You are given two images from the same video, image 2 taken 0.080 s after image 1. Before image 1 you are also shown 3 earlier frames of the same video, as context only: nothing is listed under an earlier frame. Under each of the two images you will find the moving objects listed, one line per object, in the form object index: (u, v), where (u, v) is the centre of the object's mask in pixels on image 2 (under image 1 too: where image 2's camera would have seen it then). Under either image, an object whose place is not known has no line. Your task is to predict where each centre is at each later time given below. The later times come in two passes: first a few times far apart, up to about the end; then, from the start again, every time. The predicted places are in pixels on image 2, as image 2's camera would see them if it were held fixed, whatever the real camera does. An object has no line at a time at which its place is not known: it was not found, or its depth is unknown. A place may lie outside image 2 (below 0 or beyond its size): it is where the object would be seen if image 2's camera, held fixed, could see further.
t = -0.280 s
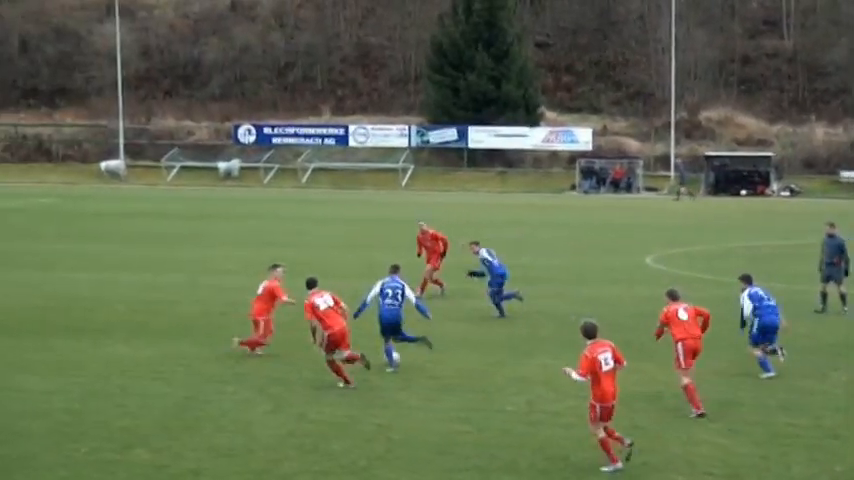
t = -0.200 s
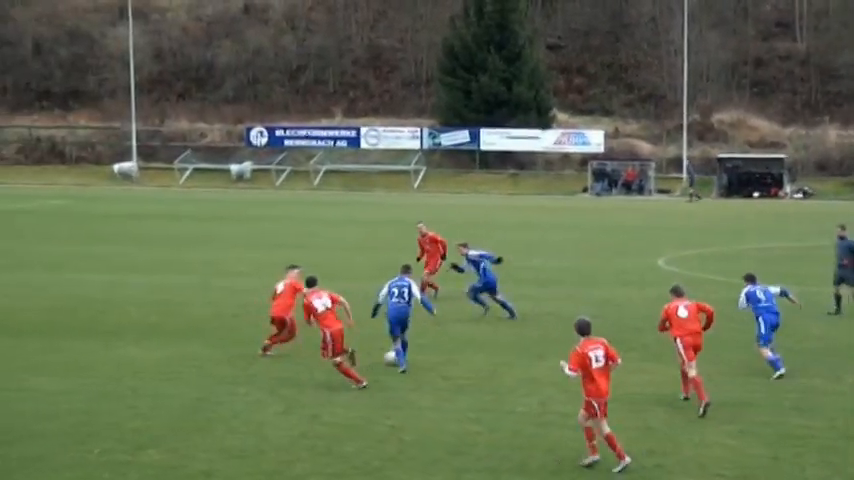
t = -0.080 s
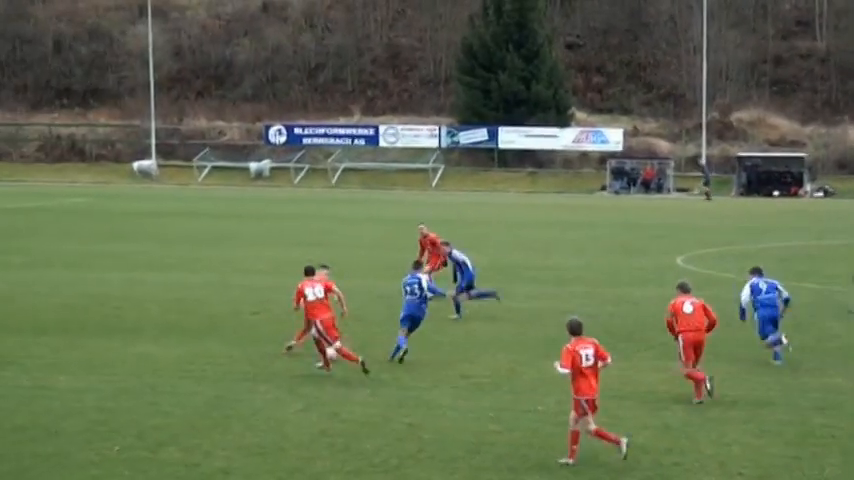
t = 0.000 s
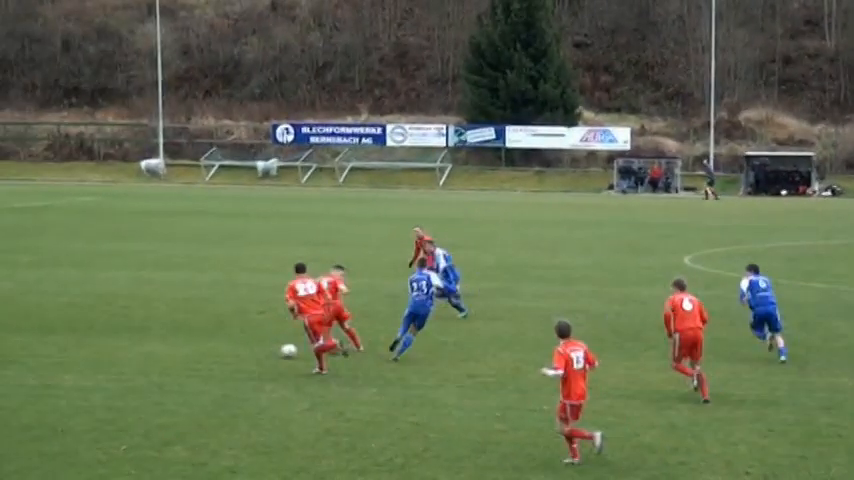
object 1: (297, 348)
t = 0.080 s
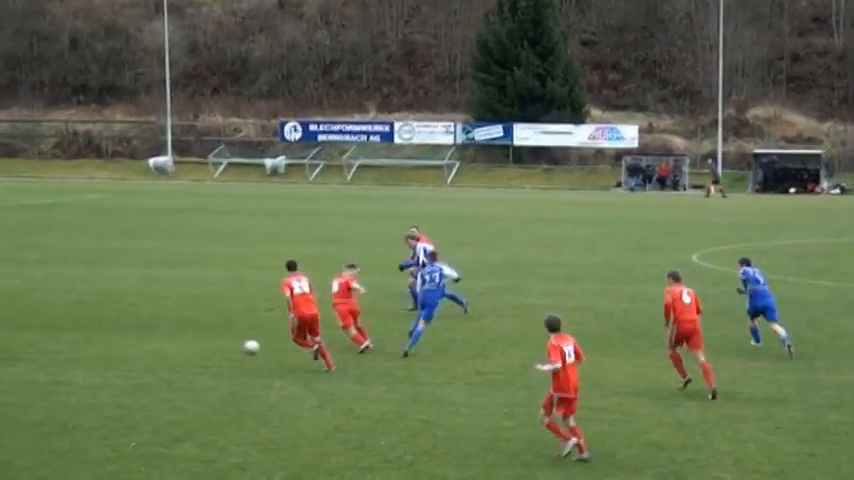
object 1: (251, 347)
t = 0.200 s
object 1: (189, 345)
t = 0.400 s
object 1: (101, 341)
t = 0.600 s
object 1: (22, 340)
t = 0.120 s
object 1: (230, 346)
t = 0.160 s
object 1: (209, 345)
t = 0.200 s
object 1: (189, 345)
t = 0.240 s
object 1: (171, 344)
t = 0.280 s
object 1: (152, 344)
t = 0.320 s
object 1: (135, 344)
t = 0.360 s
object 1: (118, 342)
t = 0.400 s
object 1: (101, 341)
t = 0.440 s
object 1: (85, 342)
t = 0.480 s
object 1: (69, 342)
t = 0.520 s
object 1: (53, 340)
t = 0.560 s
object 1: (38, 340)
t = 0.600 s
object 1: (22, 340)
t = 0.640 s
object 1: (8, 340)
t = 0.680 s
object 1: (-7, 339)
